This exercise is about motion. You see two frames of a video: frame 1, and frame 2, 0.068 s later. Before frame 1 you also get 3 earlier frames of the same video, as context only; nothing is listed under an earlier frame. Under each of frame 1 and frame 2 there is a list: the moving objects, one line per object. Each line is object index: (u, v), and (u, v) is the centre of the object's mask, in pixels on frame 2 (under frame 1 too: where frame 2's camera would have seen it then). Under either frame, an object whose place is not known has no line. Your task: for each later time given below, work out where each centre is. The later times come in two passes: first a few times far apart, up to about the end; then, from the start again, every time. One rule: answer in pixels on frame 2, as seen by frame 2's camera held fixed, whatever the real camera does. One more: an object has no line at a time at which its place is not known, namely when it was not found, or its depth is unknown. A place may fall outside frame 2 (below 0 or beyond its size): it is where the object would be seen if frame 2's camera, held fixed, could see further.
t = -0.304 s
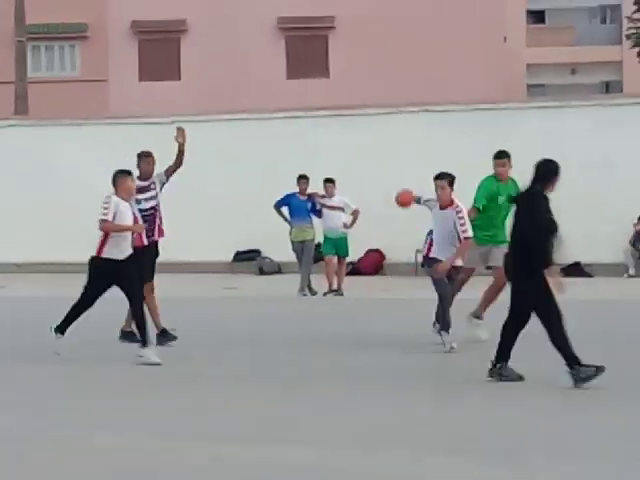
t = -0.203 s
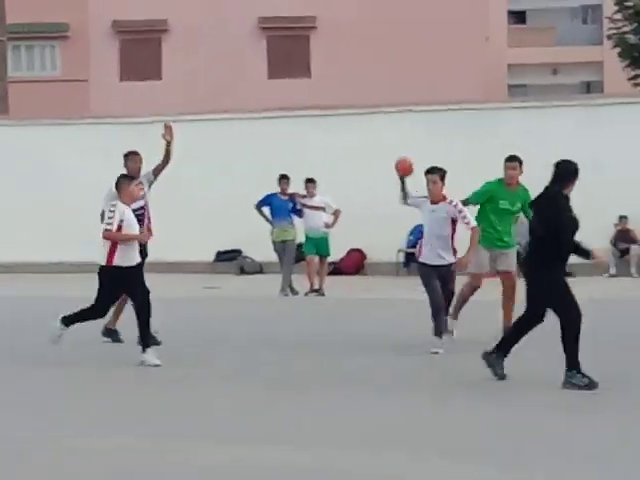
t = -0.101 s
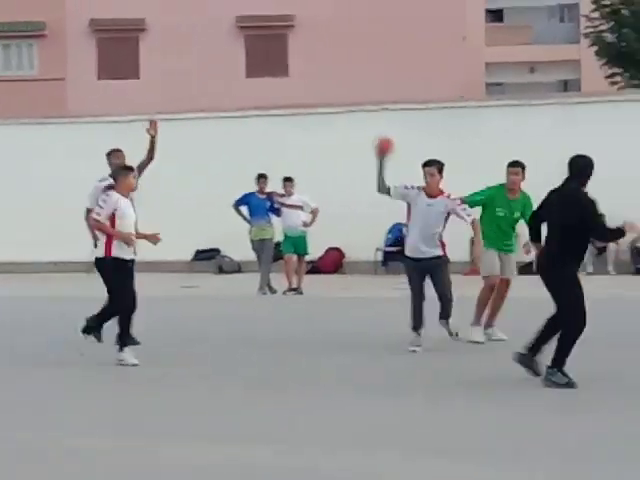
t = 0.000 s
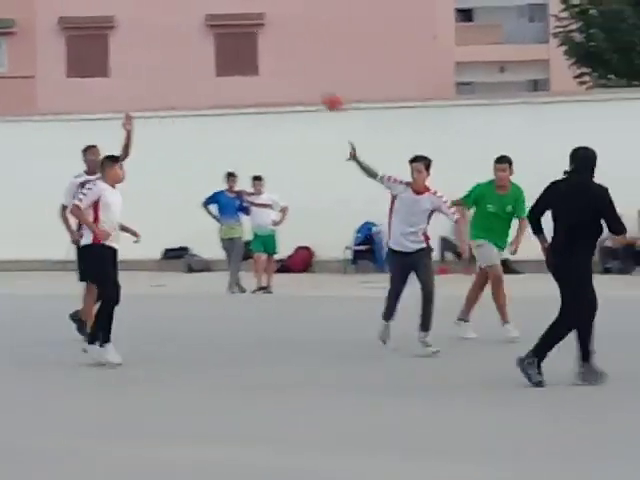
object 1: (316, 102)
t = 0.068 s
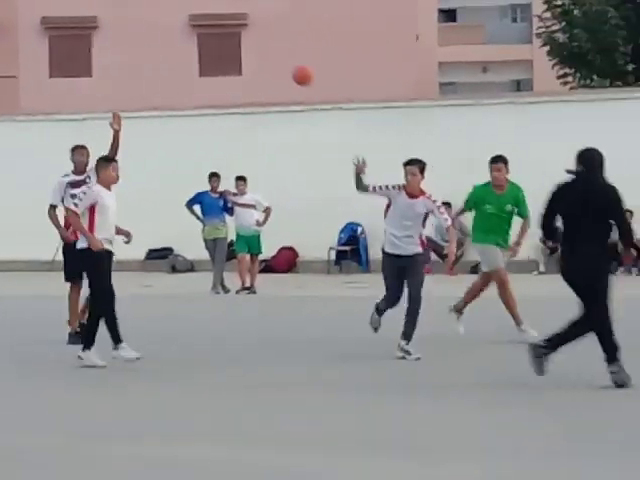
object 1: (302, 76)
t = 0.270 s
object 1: (250, 23)
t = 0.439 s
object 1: (198, 22)
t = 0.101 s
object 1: (294, 64)
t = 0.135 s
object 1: (287, 54)
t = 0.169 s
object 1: (277, 45)
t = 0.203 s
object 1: (269, 36)
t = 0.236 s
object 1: (259, 29)
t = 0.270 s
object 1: (250, 23)
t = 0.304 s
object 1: (241, 20)
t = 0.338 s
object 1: (233, 18)
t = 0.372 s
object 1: (221, 17)
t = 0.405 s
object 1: (209, 18)
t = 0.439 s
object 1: (198, 22)
